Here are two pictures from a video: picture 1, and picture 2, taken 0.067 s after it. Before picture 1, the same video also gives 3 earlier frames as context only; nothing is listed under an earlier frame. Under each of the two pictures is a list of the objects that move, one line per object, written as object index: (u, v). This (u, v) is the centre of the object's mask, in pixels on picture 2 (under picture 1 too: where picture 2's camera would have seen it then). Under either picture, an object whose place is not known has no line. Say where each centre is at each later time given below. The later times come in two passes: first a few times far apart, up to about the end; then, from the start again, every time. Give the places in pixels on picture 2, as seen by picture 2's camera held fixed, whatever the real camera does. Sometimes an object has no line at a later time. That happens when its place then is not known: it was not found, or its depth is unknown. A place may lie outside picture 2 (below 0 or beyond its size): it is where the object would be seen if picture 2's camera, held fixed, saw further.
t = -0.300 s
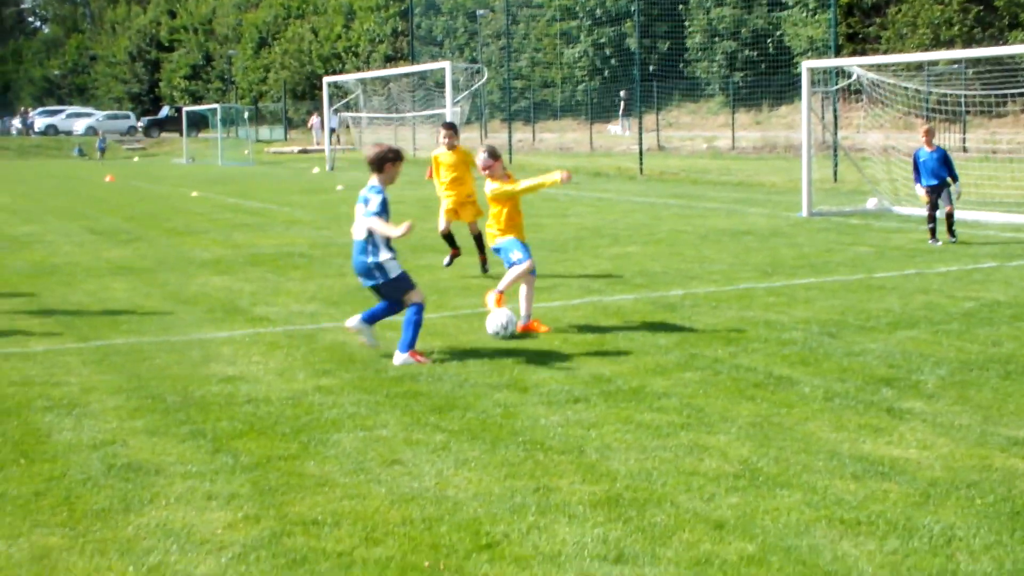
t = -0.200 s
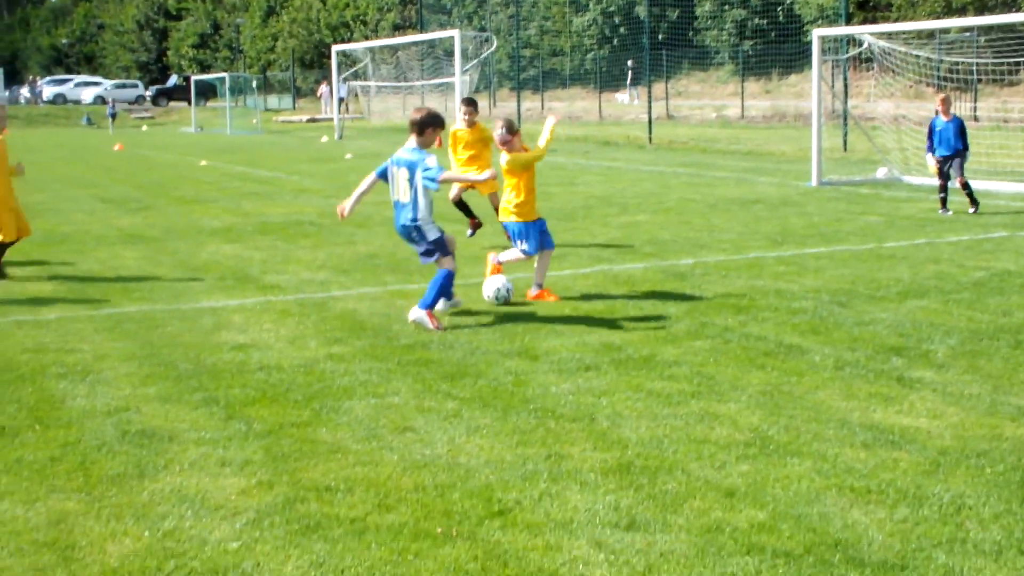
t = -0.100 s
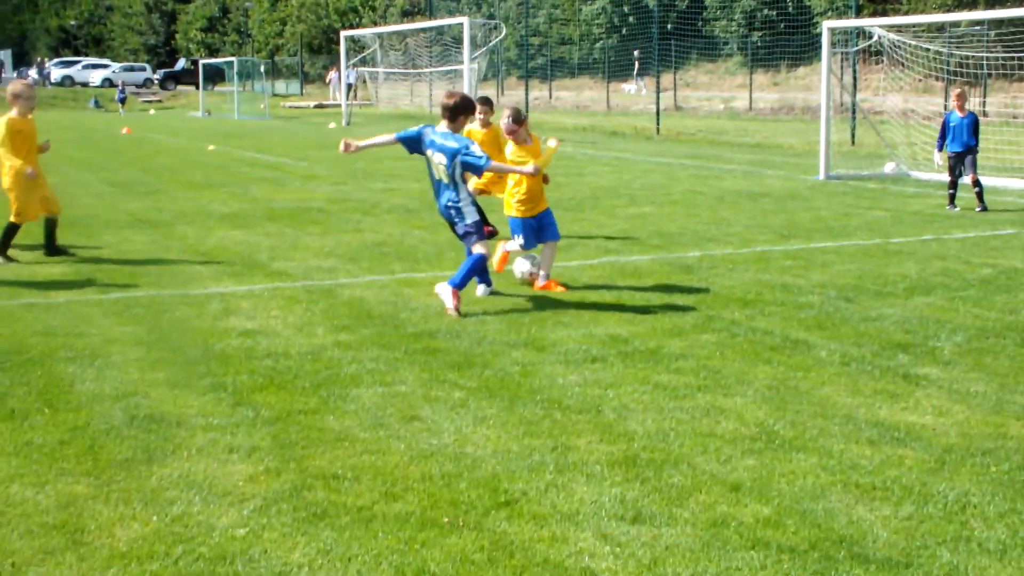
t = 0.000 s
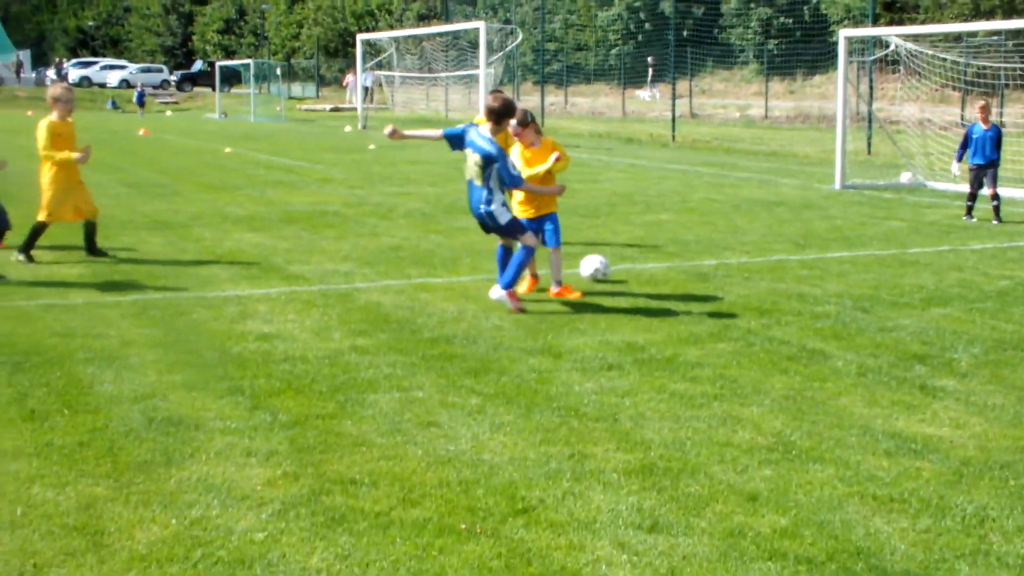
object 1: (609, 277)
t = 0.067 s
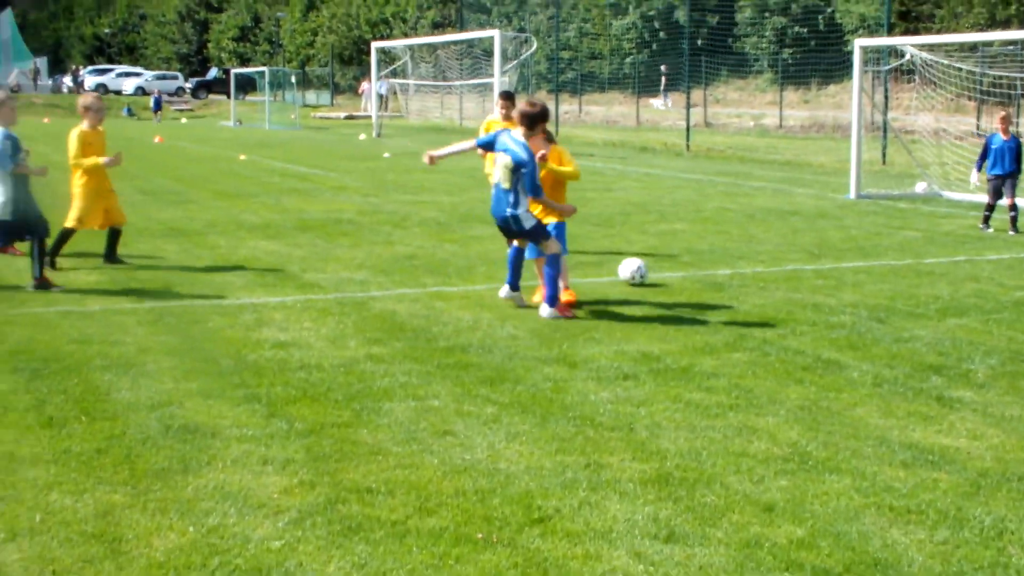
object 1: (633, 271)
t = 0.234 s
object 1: (672, 261)
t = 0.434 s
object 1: (702, 254)
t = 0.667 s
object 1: (733, 247)
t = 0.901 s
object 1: (758, 240)
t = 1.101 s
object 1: (777, 236)
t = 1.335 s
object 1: (796, 232)
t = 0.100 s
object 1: (643, 269)
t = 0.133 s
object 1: (652, 268)
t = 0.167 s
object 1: (661, 267)
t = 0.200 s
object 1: (667, 264)
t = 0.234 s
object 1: (672, 261)
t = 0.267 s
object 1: (677, 259)
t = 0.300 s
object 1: (683, 259)
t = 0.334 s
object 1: (688, 260)
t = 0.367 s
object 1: (693, 258)
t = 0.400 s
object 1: (698, 256)
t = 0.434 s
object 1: (702, 254)
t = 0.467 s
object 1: (707, 253)
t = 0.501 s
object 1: (712, 253)
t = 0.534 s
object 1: (716, 251)
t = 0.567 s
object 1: (720, 250)
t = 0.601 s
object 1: (724, 249)
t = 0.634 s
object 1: (729, 248)
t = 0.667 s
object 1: (733, 247)
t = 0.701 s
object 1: (736, 245)
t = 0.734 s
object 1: (740, 244)
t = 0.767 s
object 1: (744, 243)
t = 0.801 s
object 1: (747, 243)
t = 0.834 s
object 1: (751, 243)
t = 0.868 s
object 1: (755, 241)
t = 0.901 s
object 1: (758, 240)
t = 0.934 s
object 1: (761, 240)
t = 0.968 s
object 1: (765, 239)
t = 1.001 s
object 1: (768, 238)
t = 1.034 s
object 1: (771, 238)
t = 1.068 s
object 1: (774, 237)
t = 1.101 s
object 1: (777, 236)
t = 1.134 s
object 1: (779, 235)
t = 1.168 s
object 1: (782, 235)
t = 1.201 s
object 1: (784, 235)
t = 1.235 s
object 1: (787, 234)
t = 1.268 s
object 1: (790, 233)
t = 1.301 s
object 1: (793, 232)
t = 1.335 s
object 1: (796, 232)
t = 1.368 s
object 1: (798, 232)
